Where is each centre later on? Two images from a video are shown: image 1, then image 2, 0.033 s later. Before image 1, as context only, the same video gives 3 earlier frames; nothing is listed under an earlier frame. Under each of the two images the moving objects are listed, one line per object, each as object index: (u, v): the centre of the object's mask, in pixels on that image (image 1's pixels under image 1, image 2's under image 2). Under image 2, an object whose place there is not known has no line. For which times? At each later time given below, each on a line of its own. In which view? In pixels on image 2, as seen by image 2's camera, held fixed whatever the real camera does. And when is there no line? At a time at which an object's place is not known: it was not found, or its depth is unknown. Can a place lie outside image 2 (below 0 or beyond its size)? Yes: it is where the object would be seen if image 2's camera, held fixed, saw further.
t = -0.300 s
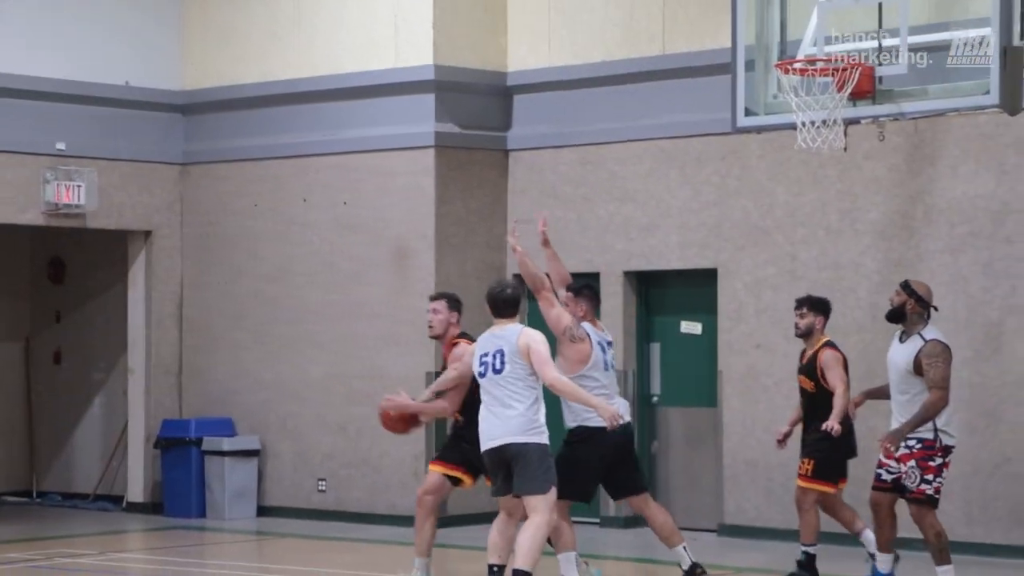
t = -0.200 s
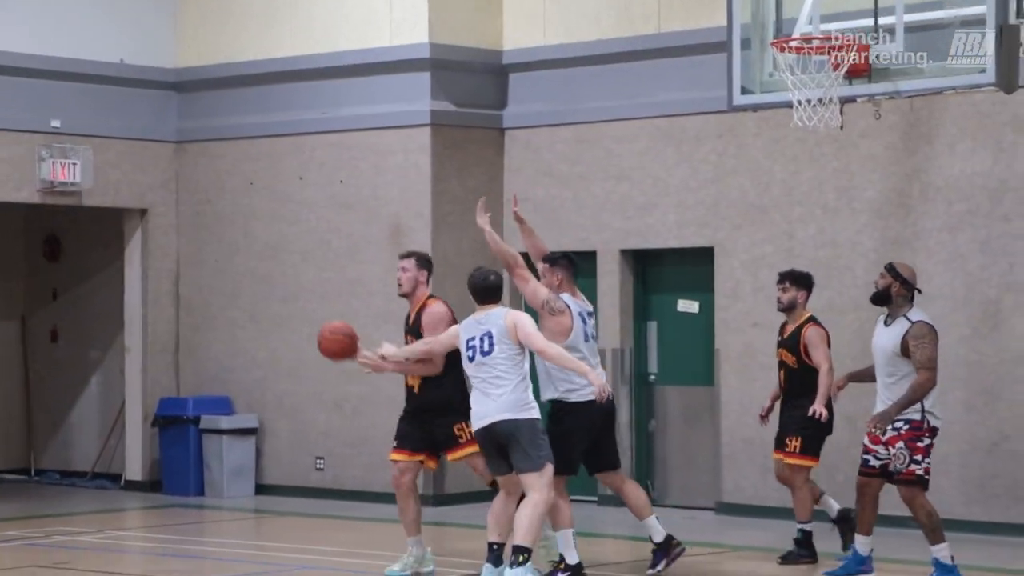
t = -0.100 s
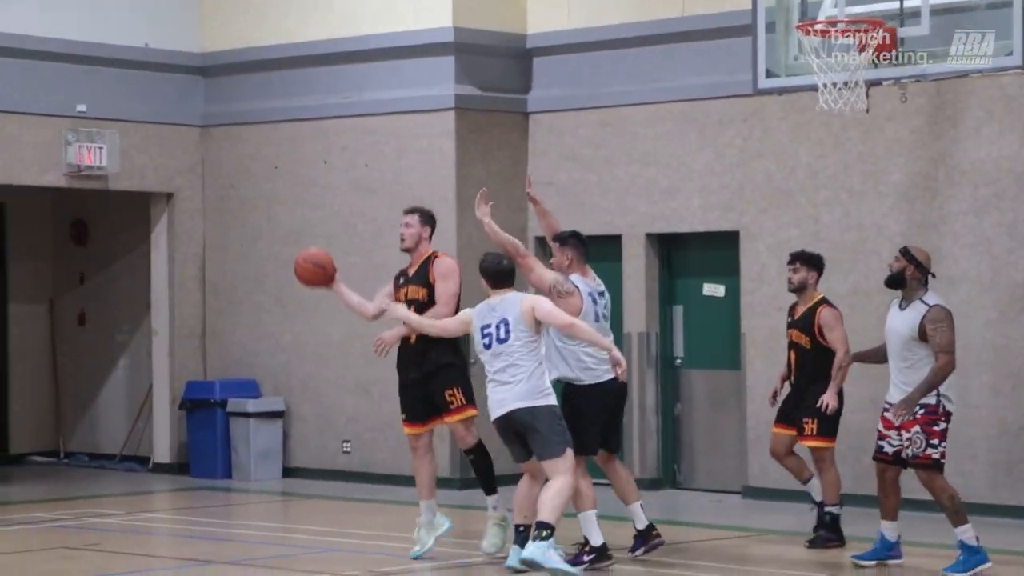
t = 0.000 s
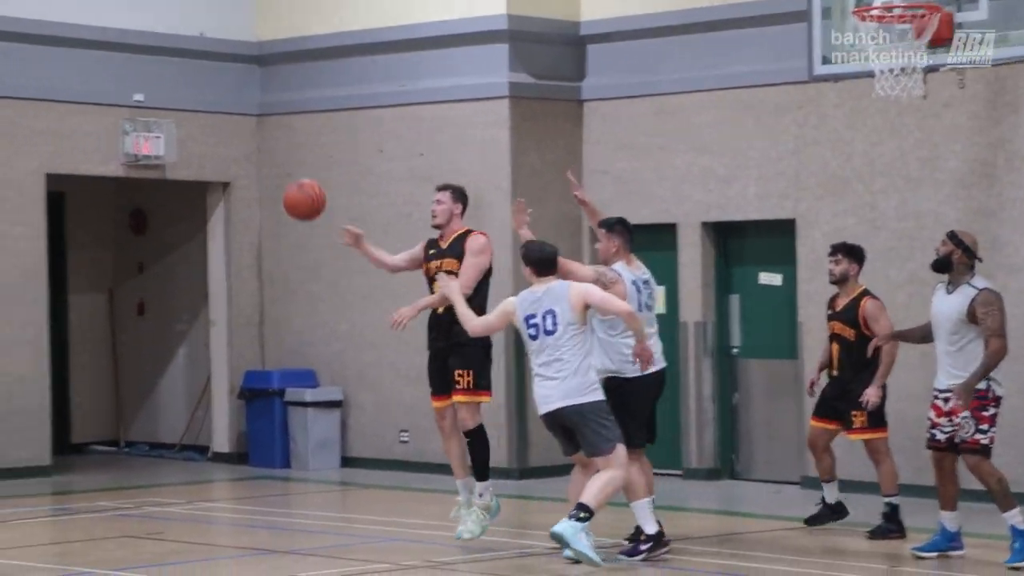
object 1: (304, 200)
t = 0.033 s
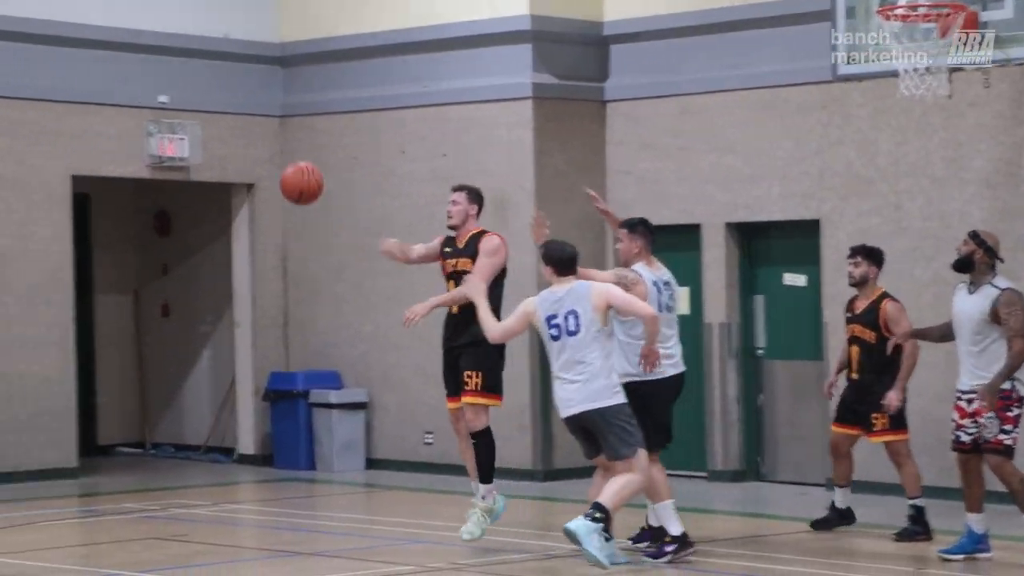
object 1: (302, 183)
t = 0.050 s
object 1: (288, 174)
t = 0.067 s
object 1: (274, 165)
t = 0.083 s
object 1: (260, 157)
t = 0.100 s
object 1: (244, 149)
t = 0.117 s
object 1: (229, 142)
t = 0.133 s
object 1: (214, 134)
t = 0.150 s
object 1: (199, 127)
